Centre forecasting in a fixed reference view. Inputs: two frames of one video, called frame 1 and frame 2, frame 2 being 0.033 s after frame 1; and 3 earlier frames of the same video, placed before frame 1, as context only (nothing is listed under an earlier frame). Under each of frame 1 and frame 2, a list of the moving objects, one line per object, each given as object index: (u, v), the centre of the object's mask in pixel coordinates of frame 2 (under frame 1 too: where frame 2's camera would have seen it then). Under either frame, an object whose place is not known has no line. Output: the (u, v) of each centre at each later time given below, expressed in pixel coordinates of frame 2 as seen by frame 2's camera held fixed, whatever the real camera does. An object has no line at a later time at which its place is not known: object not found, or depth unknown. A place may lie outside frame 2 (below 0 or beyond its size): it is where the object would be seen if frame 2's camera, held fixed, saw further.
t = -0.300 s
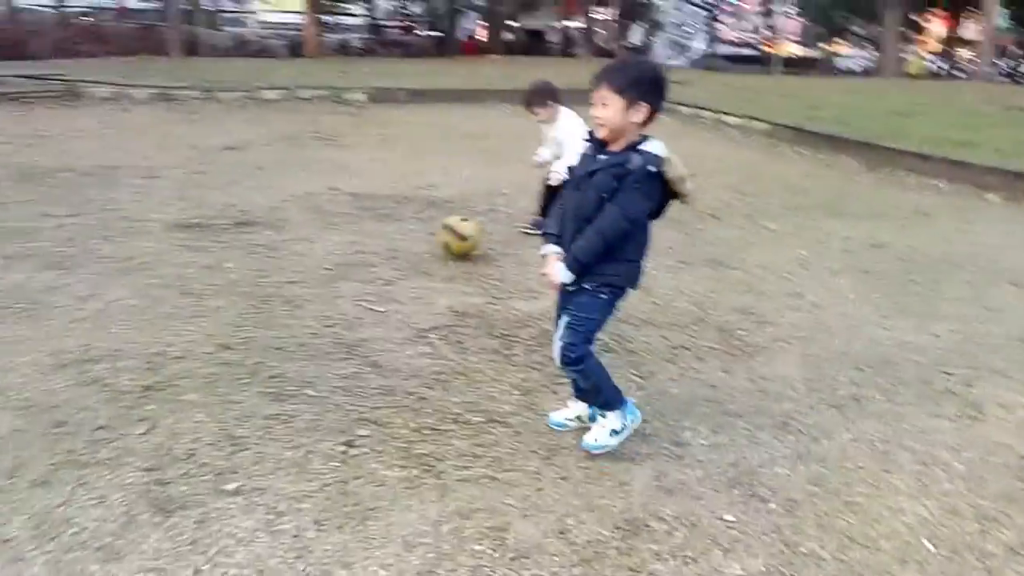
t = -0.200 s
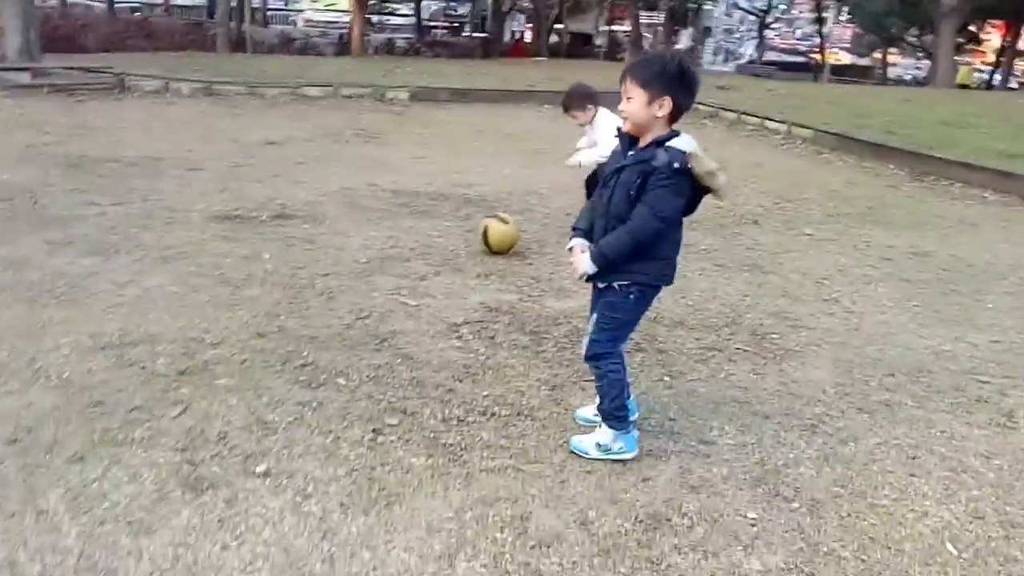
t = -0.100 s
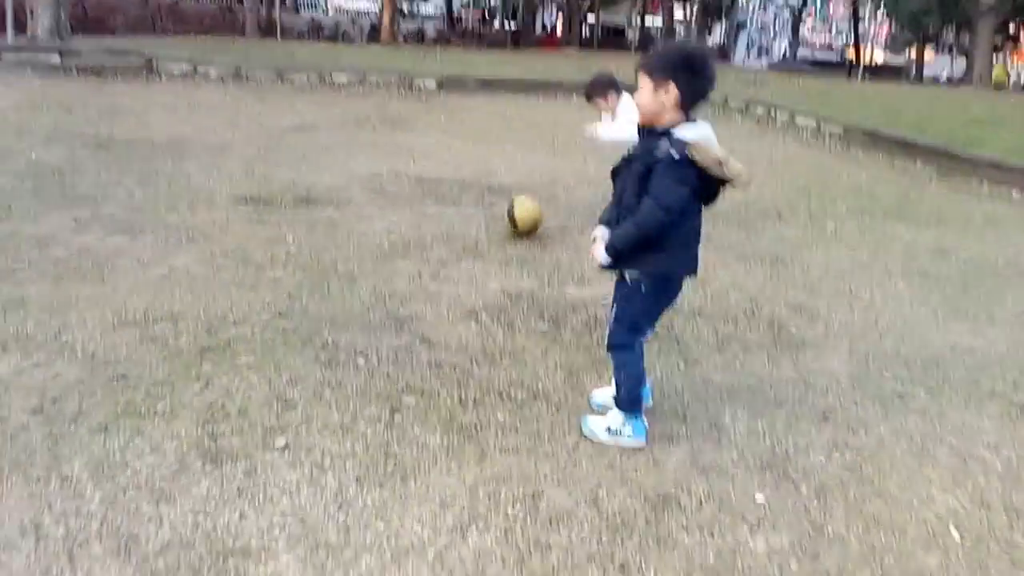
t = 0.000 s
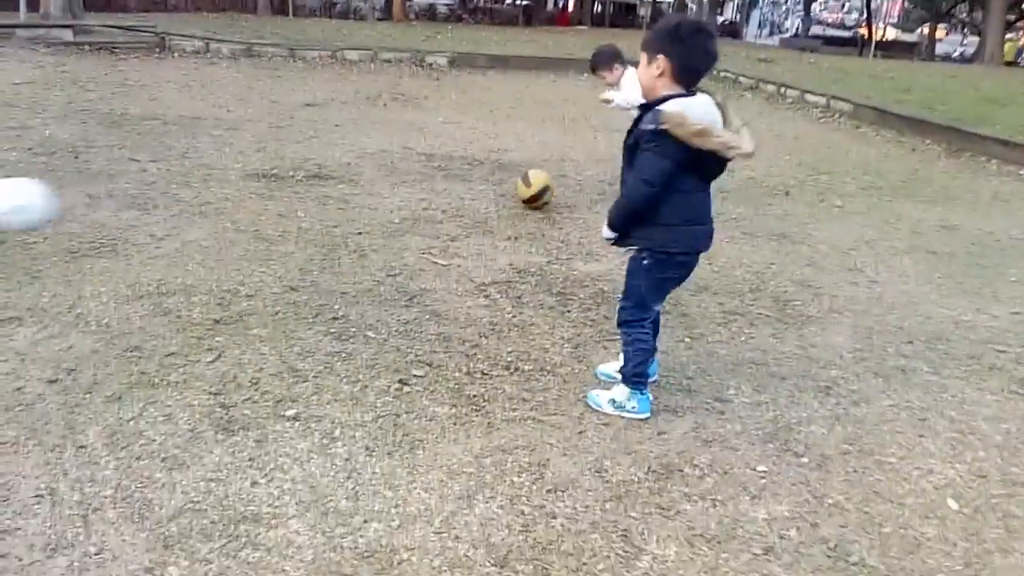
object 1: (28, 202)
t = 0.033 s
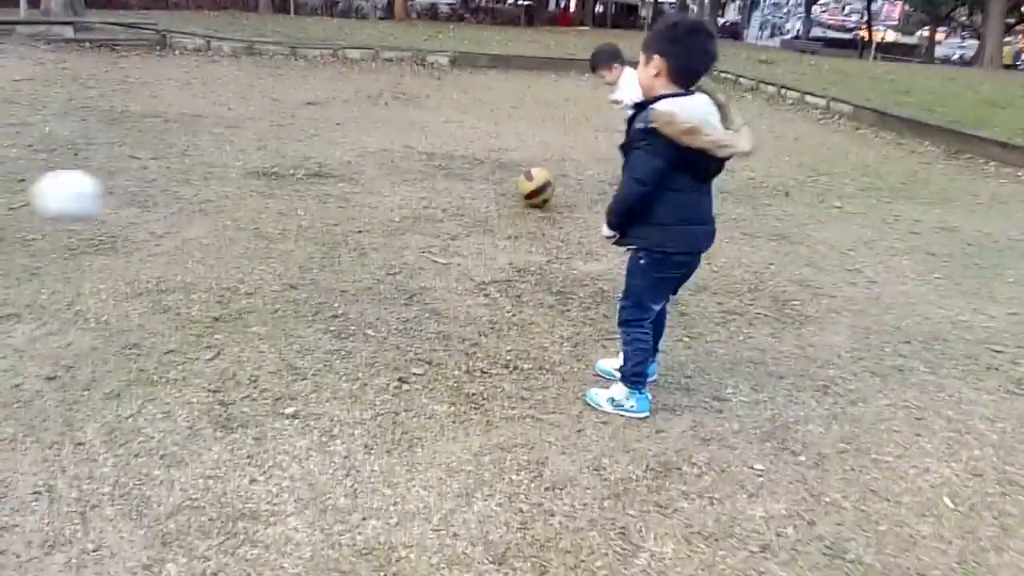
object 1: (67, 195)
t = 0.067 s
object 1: (115, 193)
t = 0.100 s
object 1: (158, 195)
